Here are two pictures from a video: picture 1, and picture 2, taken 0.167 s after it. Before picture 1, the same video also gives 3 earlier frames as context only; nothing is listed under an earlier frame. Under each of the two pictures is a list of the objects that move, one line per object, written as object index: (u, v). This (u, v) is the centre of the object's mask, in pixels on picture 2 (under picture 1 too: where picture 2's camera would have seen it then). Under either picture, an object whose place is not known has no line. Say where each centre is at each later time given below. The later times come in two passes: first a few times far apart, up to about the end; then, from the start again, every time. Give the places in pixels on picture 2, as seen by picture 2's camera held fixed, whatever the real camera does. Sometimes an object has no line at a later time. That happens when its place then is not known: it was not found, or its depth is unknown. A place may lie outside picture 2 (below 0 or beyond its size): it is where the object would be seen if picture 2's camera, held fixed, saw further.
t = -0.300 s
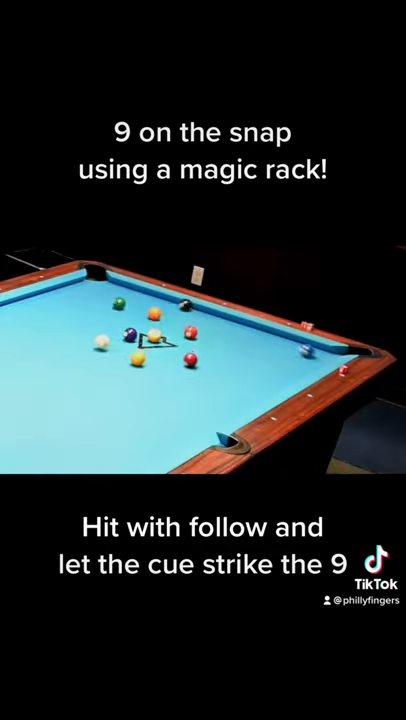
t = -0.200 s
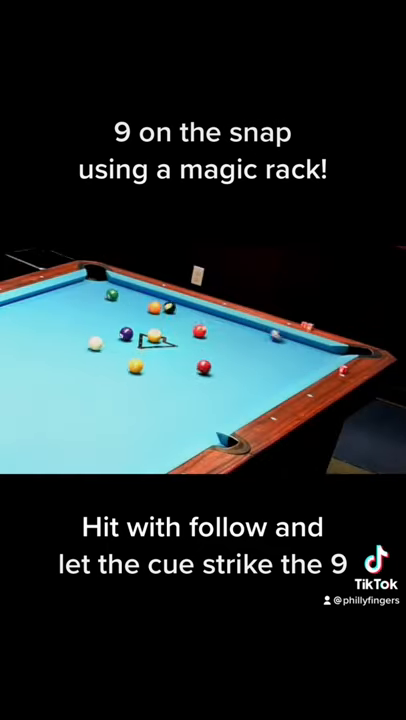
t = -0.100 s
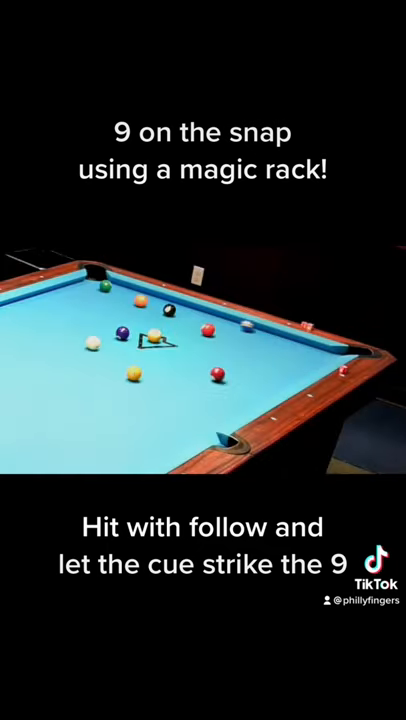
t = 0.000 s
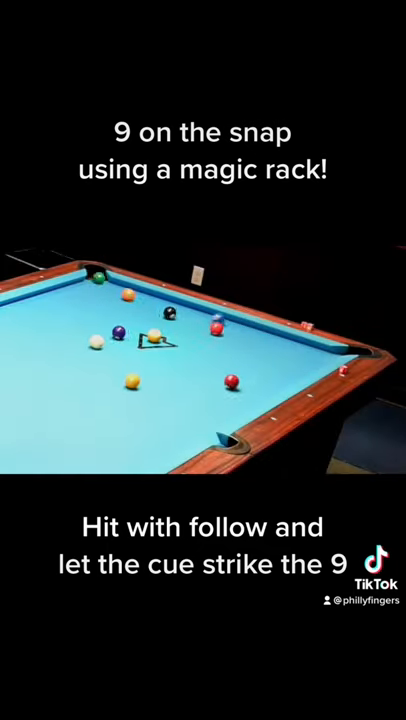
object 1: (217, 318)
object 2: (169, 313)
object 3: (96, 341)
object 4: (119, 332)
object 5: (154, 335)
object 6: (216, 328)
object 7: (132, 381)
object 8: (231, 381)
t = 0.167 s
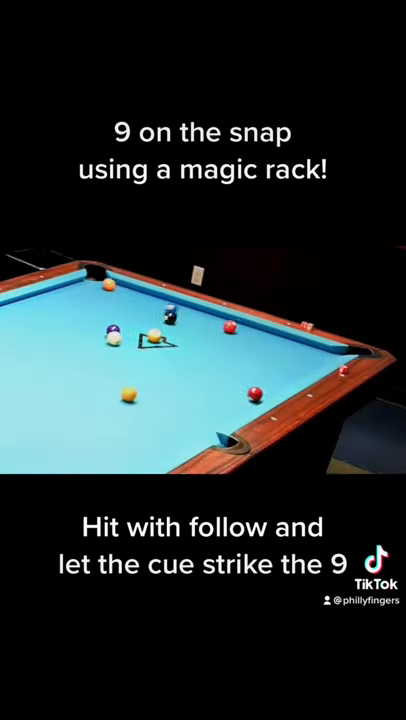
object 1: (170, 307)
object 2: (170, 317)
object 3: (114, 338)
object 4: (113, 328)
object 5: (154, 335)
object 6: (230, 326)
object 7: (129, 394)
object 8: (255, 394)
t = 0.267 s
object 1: (143, 303)
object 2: (170, 321)
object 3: (130, 335)
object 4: (110, 330)
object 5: (154, 335)
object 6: (237, 325)
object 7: (127, 402)
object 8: (257, 397)
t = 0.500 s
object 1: (81, 290)
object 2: (171, 326)
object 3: (144, 326)
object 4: (103, 329)
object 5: (181, 337)
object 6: (249, 325)
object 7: (121, 421)
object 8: (227, 393)
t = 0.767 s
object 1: (75, 300)
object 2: (172, 334)
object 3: (152, 316)
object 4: (97, 328)
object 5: (214, 340)
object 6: (247, 329)
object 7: (115, 445)
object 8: (194, 389)
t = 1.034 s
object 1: (86, 317)
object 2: (173, 341)
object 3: (158, 306)
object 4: (92, 327)
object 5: (245, 342)
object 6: (246, 332)
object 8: (162, 384)
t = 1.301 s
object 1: (95, 324)
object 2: (174, 348)
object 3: (165, 298)
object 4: (91, 338)
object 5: (275, 345)
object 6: (244, 338)
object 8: (133, 380)
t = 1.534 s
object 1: (101, 328)
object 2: (176, 354)
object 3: (153, 298)
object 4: (90, 349)
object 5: (299, 347)
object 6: (242, 341)
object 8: (107, 377)
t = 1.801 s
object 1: (107, 332)
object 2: (177, 360)
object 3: (140, 299)
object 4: (90, 361)
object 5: (326, 349)
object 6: (241, 343)
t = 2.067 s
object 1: (113, 335)
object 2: (178, 366)
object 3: (128, 301)
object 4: (89, 374)
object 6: (239, 346)
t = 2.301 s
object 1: (118, 338)
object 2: (180, 371)
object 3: (118, 302)
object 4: (88, 385)
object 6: (238, 348)
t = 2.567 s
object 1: (122, 340)
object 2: (181, 376)
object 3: (107, 303)
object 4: (87, 398)
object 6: (237, 350)
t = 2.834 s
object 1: (125, 342)
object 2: (181, 381)
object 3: (97, 304)
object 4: (86, 411)
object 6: (236, 352)
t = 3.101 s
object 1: (128, 343)
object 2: (182, 385)
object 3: (88, 304)
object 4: (85, 424)
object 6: (236, 353)
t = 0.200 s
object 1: (161, 307)
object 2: (170, 318)
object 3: (119, 337)
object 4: (111, 329)
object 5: (154, 335)
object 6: (232, 326)
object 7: (128, 397)
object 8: (259, 396)
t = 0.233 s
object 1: (153, 305)
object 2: (170, 319)
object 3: (124, 337)
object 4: (111, 330)
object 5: (154, 335)
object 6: (234, 326)
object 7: (127, 399)
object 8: (261, 396)
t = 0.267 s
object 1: (143, 303)
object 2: (170, 321)
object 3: (130, 335)
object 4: (110, 330)
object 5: (154, 335)
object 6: (237, 325)
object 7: (127, 402)
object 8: (257, 397)
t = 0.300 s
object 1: (134, 301)
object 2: (170, 321)
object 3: (136, 334)
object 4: (109, 330)
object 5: (154, 335)
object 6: (240, 325)
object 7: (126, 405)
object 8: (252, 397)
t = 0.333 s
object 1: (125, 299)
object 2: (170, 322)
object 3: (140, 333)
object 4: (108, 330)
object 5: (156, 335)
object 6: (242, 325)
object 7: (125, 408)
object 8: (248, 396)
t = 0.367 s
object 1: (117, 297)
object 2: (170, 323)
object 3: (140, 332)
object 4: (107, 330)
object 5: (162, 336)
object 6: (244, 324)
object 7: (124, 410)
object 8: (244, 395)
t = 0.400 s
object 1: (107, 295)
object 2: (171, 323)
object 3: (140, 330)
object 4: (106, 329)
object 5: (168, 336)
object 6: (247, 324)
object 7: (123, 413)
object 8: (239, 395)
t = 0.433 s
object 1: (98, 293)
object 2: (171, 324)
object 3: (141, 329)
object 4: (105, 329)
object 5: (172, 337)
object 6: (249, 324)
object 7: (123, 416)
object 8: (235, 394)
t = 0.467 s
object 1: (89, 291)
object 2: (171, 325)
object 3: (143, 328)
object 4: (104, 329)
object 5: (176, 337)
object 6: (249, 325)
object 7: (122, 418)
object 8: (231, 394)
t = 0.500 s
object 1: (81, 290)
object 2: (171, 326)
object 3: (144, 326)
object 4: (103, 329)
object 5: (181, 337)
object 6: (249, 325)
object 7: (121, 421)
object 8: (227, 393)
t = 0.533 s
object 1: (72, 288)
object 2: (171, 328)
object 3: (144, 325)
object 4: (102, 329)
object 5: (185, 337)
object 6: (248, 326)
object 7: (121, 424)
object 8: (222, 392)
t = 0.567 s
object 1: (64, 286)
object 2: (171, 329)
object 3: (146, 323)
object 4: (101, 329)
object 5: (189, 338)
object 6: (248, 326)
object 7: (120, 427)
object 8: (218, 392)
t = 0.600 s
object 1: (67, 288)
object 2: (171, 330)
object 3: (147, 322)
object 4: (101, 328)
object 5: (194, 338)
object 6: (248, 326)
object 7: (119, 430)
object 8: (214, 392)
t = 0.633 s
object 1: (69, 291)
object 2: (171, 330)
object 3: (148, 321)
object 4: (100, 328)
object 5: (198, 339)
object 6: (248, 327)
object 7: (118, 433)
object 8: (210, 391)
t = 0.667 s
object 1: (71, 293)
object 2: (172, 331)
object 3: (148, 320)
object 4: (99, 328)
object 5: (202, 339)
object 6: (248, 328)
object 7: (117, 436)
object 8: (206, 391)
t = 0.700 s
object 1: (72, 295)
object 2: (172, 332)
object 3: (149, 318)
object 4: (98, 328)
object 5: (205, 340)
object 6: (248, 328)
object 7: (117, 439)
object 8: (202, 390)
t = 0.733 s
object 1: (74, 298)
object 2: (172, 333)
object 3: (151, 317)
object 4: (98, 328)
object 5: (210, 340)
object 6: (247, 329)
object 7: (116, 442)
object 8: (198, 390)
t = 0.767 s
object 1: (75, 300)
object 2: (172, 334)
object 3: (152, 316)
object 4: (97, 328)
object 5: (214, 340)
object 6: (247, 329)
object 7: (115, 445)
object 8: (194, 389)
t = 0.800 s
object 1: (76, 302)
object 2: (172, 335)
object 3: (152, 314)
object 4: (96, 327)
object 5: (218, 340)
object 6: (247, 330)
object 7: (114, 448)
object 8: (190, 388)
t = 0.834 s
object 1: (78, 304)
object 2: (172, 336)
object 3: (153, 313)
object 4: (96, 327)
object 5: (222, 341)
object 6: (247, 330)
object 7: (113, 451)
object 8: (186, 388)
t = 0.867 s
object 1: (79, 305)
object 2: (172, 337)
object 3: (154, 312)
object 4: (95, 327)
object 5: (225, 341)
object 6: (247, 331)
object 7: (112, 453)
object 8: (182, 387)
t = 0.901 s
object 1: (81, 309)
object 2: (173, 337)
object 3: (154, 311)
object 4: (94, 327)
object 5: (230, 341)
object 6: (246, 331)
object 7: (111, 457)
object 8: (178, 386)
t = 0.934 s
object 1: (82, 311)
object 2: (172, 338)
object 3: (156, 310)
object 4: (93, 327)
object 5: (233, 342)
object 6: (246, 332)
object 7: (110, 461)
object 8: (174, 386)
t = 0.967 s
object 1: (83, 313)
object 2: (173, 339)
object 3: (156, 308)
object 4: (93, 327)
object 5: (238, 342)
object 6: (246, 332)
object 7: (110, 463)
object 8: (170, 385)
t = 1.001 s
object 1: (85, 315)
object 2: (173, 340)
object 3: (157, 307)
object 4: (93, 327)
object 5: (241, 342)
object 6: (246, 332)
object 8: (166, 385)
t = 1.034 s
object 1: (86, 317)
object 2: (173, 341)
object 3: (158, 306)
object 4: (92, 327)
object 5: (245, 342)
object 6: (246, 332)
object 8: (162, 384)
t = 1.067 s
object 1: (87, 319)
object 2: (173, 341)
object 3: (159, 305)
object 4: (92, 327)
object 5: (249, 343)
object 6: (245, 333)
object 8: (159, 384)
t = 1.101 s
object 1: (88, 319)
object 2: (174, 343)
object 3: (160, 304)
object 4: (91, 327)
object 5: (253, 343)
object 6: (244, 334)
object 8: (155, 383)
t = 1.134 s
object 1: (90, 320)
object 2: (174, 344)
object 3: (161, 303)
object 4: (91, 330)
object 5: (256, 343)
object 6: (245, 335)
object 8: (151, 383)
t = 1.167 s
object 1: (91, 321)
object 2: (174, 345)
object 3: (161, 302)
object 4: (91, 332)
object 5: (260, 344)
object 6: (244, 336)
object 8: (147, 382)
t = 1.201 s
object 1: (92, 322)
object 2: (174, 346)
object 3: (162, 301)
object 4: (91, 333)
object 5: (264, 344)
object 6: (244, 336)
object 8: (143, 382)
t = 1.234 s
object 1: (93, 323)
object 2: (174, 346)
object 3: (163, 299)
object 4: (91, 334)
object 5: (267, 344)
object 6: (244, 336)
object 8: (140, 381)
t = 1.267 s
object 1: (94, 324)
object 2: (174, 347)
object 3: (164, 299)
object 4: (91, 336)
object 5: (271, 345)
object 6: (244, 337)
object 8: (136, 381)
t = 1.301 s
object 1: (95, 324)
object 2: (174, 348)
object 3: (165, 298)
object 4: (91, 338)
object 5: (275, 345)
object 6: (244, 338)
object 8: (133, 380)
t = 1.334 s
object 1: (96, 325)
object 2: (175, 349)
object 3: (163, 298)
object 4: (91, 339)
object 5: (279, 346)
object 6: (244, 338)
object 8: (129, 380)
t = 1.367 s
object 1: (96, 326)
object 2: (175, 349)
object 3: (161, 298)
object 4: (91, 341)
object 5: (282, 346)
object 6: (243, 338)
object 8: (125, 379)
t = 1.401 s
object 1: (97, 326)
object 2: (175, 350)
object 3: (160, 298)
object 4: (91, 343)
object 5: (285, 347)
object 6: (243, 338)
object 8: (122, 379)
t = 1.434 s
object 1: (98, 327)
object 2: (175, 351)
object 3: (158, 298)
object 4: (91, 344)
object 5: (289, 346)
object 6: (243, 339)
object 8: (118, 378)
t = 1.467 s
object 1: (99, 327)
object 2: (175, 352)
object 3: (156, 298)
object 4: (91, 346)
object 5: (293, 347)
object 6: (243, 340)
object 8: (115, 378)
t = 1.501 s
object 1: (100, 328)
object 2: (175, 353)
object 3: (154, 298)
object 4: (90, 347)
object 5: (296, 347)
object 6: (242, 340)
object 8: (111, 377)
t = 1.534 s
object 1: (101, 328)
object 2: (176, 354)
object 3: (153, 298)
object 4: (90, 349)
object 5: (299, 347)
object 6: (242, 341)
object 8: (107, 377)
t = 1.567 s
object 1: (102, 329)
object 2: (176, 354)
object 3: (151, 298)
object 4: (90, 350)
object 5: (303, 348)
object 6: (242, 341)
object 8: (104, 376)
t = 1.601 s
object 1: (102, 329)
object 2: (176, 355)
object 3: (150, 299)
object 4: (90, 352)
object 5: (306, 348)
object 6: (242, 341)
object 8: (101, 376)
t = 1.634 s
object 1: (103, 330)
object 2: (176, 356)
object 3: (148, 299)
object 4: (90, 353)
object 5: (310, 348)
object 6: (242, 342)
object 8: (98, 375)
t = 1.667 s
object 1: (104, 330)
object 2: (176, 357)
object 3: (146, 299)
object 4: (90, 355)
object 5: (313, 348)
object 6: (242, 342)
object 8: (94, 375)
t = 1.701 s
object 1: (105, 331)
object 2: (177, 358)
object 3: (145, 299)
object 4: (90, 356)
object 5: (317, 348)
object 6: (241, 342)
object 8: (91, 374)
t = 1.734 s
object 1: (106, 331)
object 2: (177, 359)
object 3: (144, 299)
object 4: (90, 358)
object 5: (320, 349)
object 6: (241, 343)
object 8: (87, 374)
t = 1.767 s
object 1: (106, 332)
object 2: (177, 359)
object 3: (142, 300)
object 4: (90, 359)
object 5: (323, 349)
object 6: (241, 343)
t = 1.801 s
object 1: (107, 332)
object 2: (177, 360)
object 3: (140, 299)
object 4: (90, 361)
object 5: (326, 349)
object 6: (241, 343)
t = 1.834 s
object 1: (108, 332)
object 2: (177, 361)
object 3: (138, 300)
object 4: (90, 362)
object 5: (330, 350)
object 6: (240, 344)
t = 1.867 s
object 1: (109, 333)
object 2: (177, 362)
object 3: (137, 300)
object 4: (89, 364)
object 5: (333, 350)
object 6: (240, 344)
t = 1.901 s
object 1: (110, 333)
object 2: (178, 362)
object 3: (135, 300)
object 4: (89, 366)
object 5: (336, 350)
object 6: (240, 344)
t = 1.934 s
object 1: (110, 334)
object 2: (178, 363)
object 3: (134, 300)
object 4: (89, 367)
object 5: (339, 350)
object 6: (240, 345)
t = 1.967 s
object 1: (111, 334)
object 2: (178, 364)
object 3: (133, 300)
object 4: (89, 369)
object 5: (342, 350)
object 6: (240, 345)
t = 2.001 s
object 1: (112, 334)
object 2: (178, 365)
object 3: (131, 301)
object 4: (89, 370)
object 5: (345, 351)
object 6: (239, 345)
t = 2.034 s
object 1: (112, 335)
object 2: (178, 365)
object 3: (129, 301)
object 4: (89, 372)
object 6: (239, 346)
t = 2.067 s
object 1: (113, 335)
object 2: (178, 366)
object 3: (128, 301)
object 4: (89, 374)
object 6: (239, 346)
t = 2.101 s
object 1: (114, 336)
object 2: (179, 367)
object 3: (127, 301)
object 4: (88, 375)
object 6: (239, 347)
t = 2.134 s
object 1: (114, 336)
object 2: (179, 367)
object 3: (125, 301)
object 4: (88, 377)
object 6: (239, 347)
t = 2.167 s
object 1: (115, 336)
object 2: (179, 368)
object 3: (124, 301)
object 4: (88, 379)
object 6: (238, 347)
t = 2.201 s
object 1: (116, 337)
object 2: (179, 369)
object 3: (122, 301)
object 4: (88, 380)
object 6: (238, 348)
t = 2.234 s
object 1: (116, 337)
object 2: (179, 369)
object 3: (121, 302)
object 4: (88, 382)
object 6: (238, 348)
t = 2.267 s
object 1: (117, 337)
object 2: (179, 370)
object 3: (119, 302)
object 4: (88, 383)
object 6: (238, 348)
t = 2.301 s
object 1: (118, 338)
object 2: (180, 371)
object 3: (118, 302)
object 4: (88, 385)
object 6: (238, 348)
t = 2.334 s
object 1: (118, 338)
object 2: (180, 371)
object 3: (116, 302)
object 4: (88, 386)
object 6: (238, 349)
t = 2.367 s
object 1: (119, 338)
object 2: (180, 372)
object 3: (115, 302)
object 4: (87, 388)
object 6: (238, 349)
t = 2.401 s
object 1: (119, 338)
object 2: (180, 373)
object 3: (114, 302)
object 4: (87, 390)
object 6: (238, 349)
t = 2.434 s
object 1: (120, 339)
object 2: (180, 374)
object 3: (112, 302)
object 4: (87, 391)
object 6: (237, 349)
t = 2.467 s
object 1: (120, 339)
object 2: (180, 374)
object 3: (111, 302)
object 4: (87, 393)
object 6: (237, 349)
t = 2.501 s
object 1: (121, 339)
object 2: (180, 375)
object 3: (110, 303)
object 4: (87, 394)
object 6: (237, 350)
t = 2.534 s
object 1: (122, 340)
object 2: (180, 375)
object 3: (108, 303)
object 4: (87, 396)
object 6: (237, 350)
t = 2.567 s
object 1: (122, 340)
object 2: (181, 376)
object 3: (107, 303)
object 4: (87, 398)
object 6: (237, 350)
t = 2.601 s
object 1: (123, 340)
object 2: (181, 377)
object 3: (106, 303)
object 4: (87, 399)
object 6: (237, 351)
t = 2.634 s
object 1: (123, 340)
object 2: (181, 377)
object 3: (104, 303)
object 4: (87, 401)
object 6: (237, 351)
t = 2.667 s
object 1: (123, 341)
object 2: (181, 378)
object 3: (103, 303)
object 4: (86, 403)
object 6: (236, 351)
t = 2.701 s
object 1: (124, 341)
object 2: (181, 378)
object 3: (102, 303)
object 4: (86, 404)
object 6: (236, 351)
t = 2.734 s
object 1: (124, 341)
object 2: (181, 379)
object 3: (101, 303)
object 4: (86, 406)
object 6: (237, 351)
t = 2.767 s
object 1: (125, 342)
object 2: (181, 380)
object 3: (99, 303)
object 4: (86, 408)
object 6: (236, 351)
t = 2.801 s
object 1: (125, 341)
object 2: (181, 380)
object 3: (98, 303)
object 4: (86, 409)
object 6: (236, 351)
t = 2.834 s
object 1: (125, 342)
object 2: (181, 381)
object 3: (97, 304)
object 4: (86, 411)
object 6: (236, 352)
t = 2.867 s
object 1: (126, 342)
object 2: (182, 381)
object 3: (96, 304)
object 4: (86, 412)
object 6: (236, 352)
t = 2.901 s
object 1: (126, 342)
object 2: (182, 382)
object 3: (95, 304)
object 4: (85, 414)
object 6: (236, 352)
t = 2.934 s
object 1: (126, 342)
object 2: (182, 382)
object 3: (94, 304)
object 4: (85, 416)
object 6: (236, 352)
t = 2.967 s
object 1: (127, 343)
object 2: (182, 383)
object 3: (93, 304)
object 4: (85, 417)
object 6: (236, 353)
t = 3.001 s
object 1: (127, 343)
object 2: (182, 383)
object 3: (92, 304)
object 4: (85, 419)
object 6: (236, 353)
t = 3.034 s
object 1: (127, 343)
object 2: (182, 384)
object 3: (90, 304)
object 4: (85, 420)
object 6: (236, 353)
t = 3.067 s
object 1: (128, 343)
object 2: (182, 385)
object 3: (89, 304)
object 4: (85, 422)
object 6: (236, 353)
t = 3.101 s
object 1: (128, 343)
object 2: (182, 385)
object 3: (88, 304)
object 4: (85, 424)
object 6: (236, 353)
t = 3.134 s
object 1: (128, 343)
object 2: (183, 385)
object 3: (87, 304)
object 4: (85, 425)
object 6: (236, 353)
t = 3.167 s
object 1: (128, 343)
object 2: (183, 386)
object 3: (86, 304)
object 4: (84, 427)
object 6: (236, 353)
